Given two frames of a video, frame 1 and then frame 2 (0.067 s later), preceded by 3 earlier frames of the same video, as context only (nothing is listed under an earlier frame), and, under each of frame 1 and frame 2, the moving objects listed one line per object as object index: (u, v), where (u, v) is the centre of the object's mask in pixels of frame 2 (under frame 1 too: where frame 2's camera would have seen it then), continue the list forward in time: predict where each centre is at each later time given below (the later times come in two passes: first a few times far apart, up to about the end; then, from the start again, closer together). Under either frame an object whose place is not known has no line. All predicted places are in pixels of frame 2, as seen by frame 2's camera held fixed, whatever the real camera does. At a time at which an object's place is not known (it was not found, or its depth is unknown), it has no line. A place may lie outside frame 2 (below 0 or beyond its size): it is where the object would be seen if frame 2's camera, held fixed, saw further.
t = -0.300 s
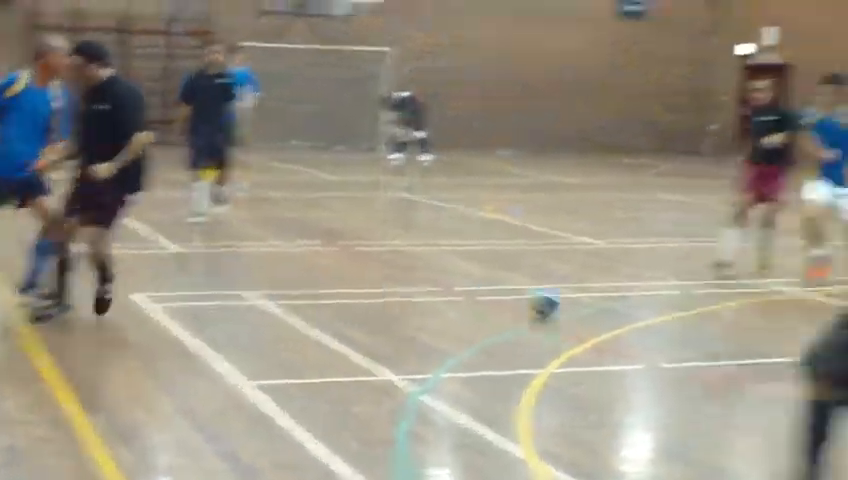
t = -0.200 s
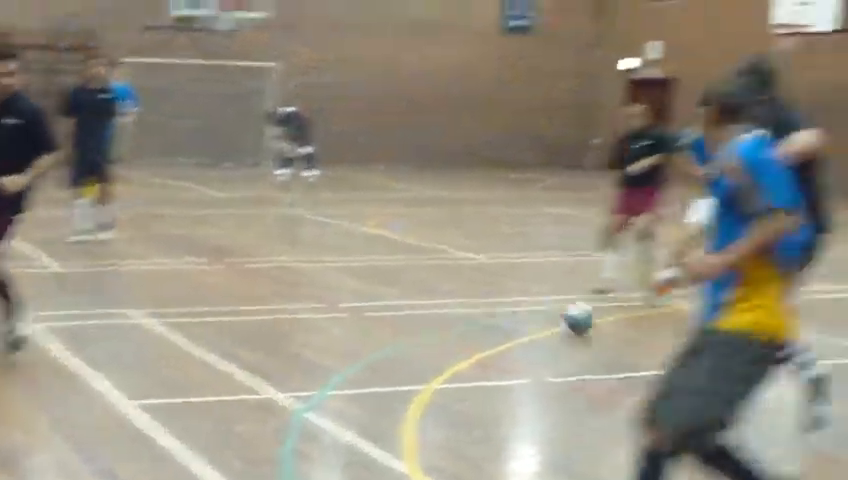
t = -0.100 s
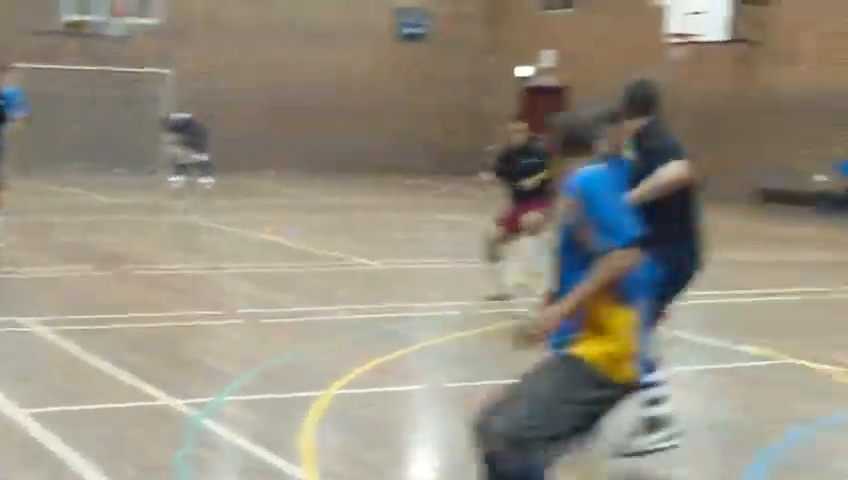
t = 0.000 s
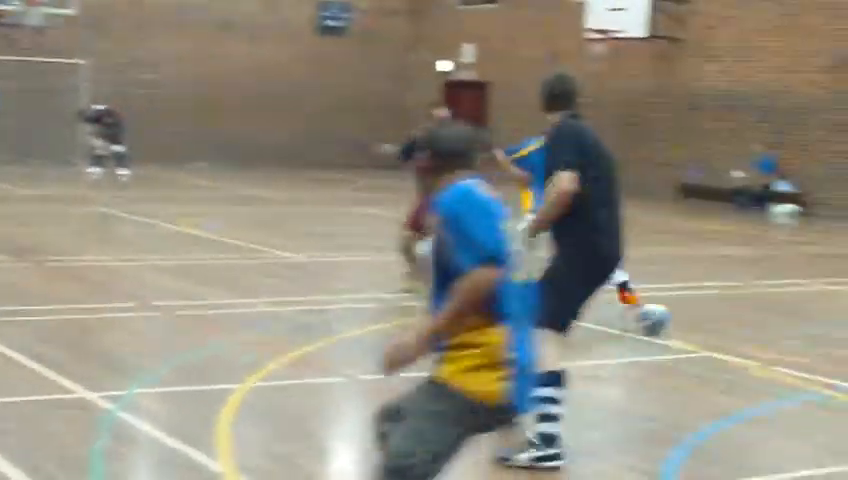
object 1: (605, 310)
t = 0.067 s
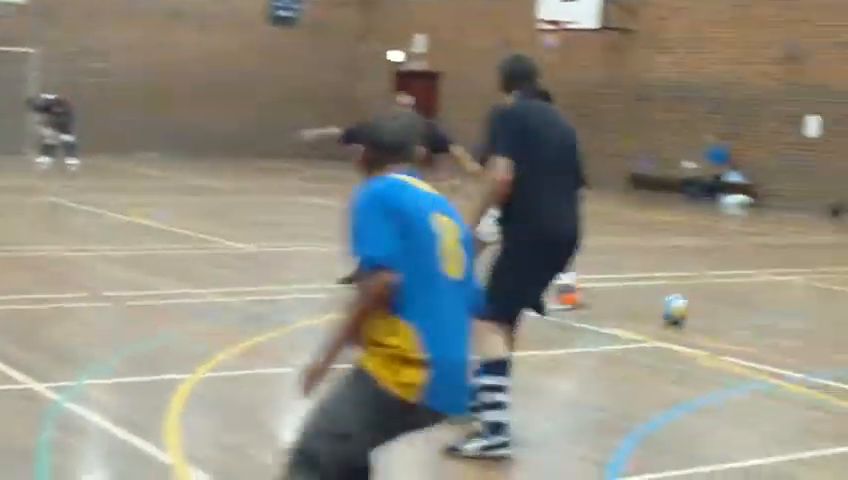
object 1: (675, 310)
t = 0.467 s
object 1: (997, 311)
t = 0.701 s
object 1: (1144, 313)
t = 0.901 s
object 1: (1261, 313)
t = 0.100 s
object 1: (707, 310)
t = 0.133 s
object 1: (740, 310)
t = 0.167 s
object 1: (771, 311)
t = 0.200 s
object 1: (800, 312)
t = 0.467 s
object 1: (997, 311)
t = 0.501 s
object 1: (1021, 310)
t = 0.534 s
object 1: (1040, 311)
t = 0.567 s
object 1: (1063, 311)
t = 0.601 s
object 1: (1085, 312)
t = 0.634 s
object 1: (1104, 313)
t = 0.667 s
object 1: (1125, 312)
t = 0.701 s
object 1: (1144, 313)
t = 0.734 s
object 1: (1161, 312)
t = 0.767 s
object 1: (1185, 311)
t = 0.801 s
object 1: (1204, 313)
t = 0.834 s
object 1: (1225, 313)
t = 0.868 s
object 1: (1242, 312)
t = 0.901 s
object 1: (1261, 313)
